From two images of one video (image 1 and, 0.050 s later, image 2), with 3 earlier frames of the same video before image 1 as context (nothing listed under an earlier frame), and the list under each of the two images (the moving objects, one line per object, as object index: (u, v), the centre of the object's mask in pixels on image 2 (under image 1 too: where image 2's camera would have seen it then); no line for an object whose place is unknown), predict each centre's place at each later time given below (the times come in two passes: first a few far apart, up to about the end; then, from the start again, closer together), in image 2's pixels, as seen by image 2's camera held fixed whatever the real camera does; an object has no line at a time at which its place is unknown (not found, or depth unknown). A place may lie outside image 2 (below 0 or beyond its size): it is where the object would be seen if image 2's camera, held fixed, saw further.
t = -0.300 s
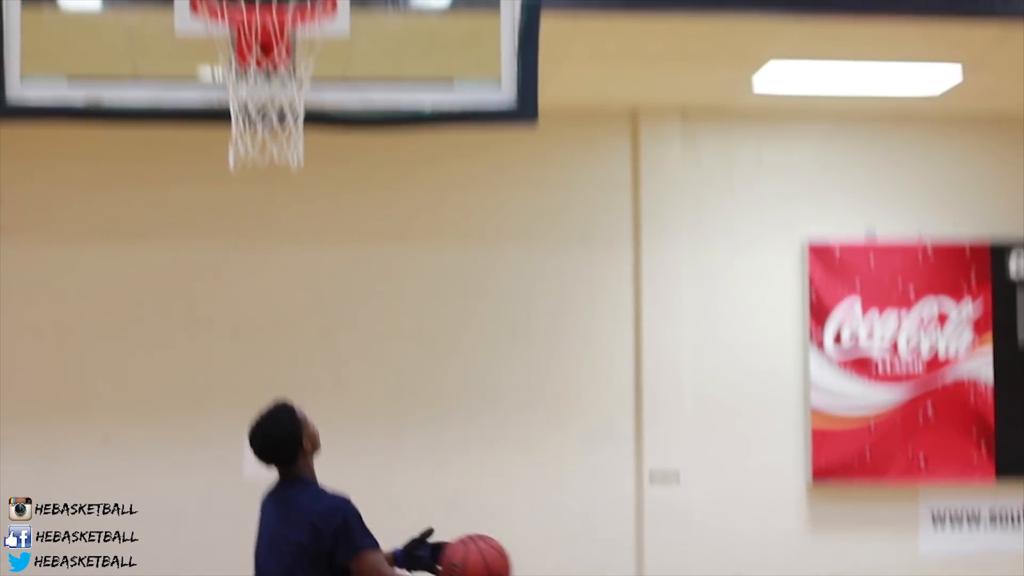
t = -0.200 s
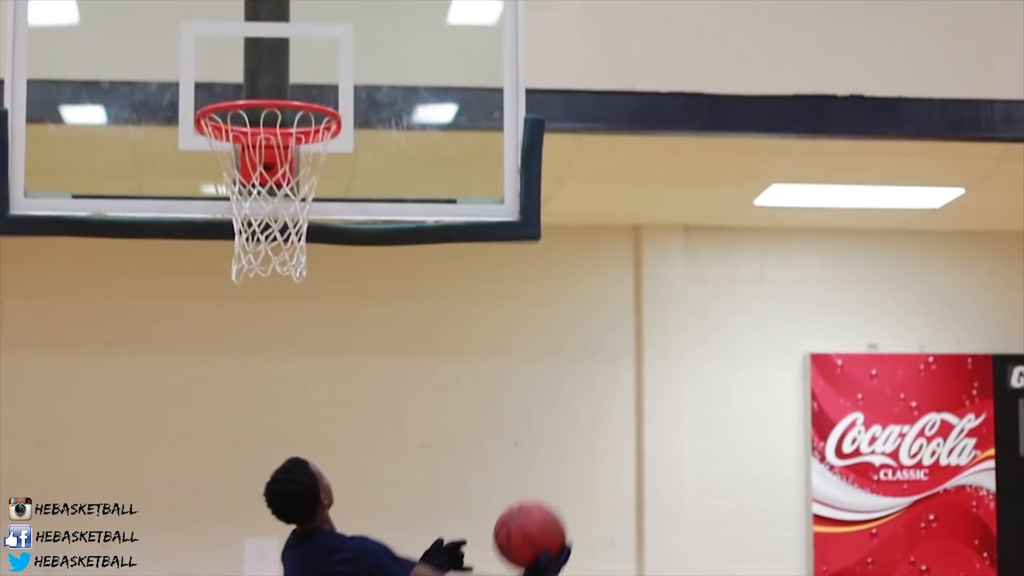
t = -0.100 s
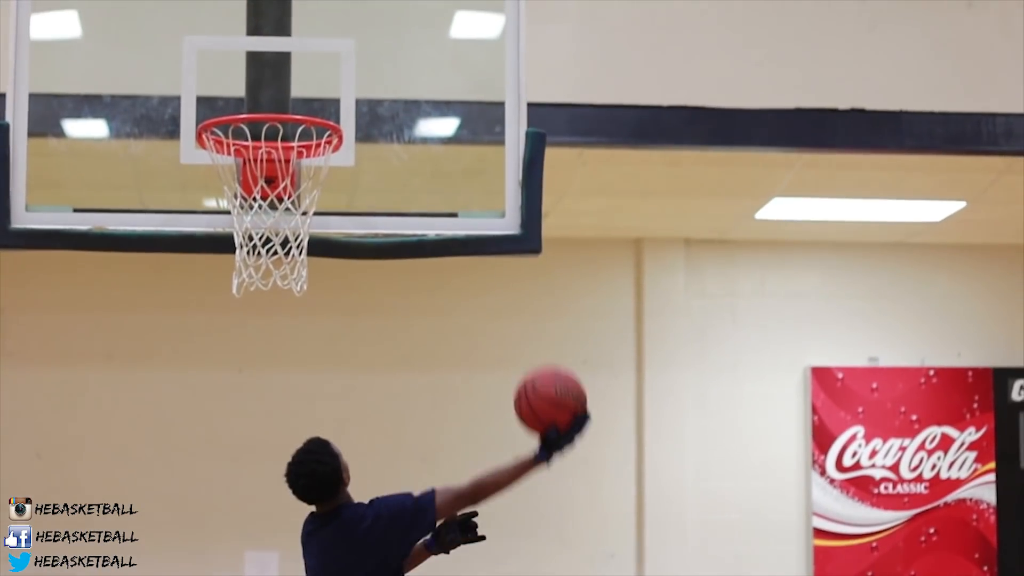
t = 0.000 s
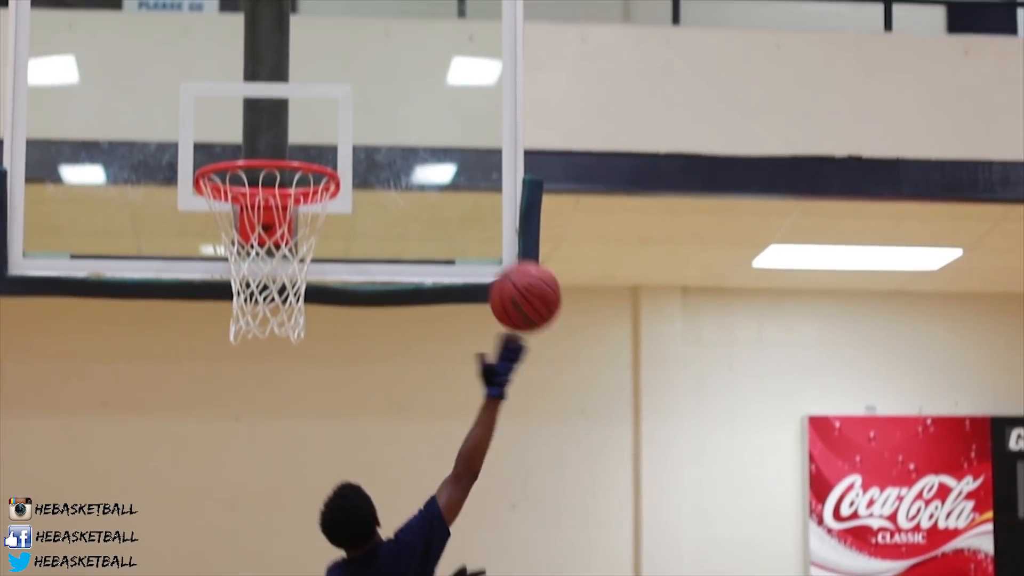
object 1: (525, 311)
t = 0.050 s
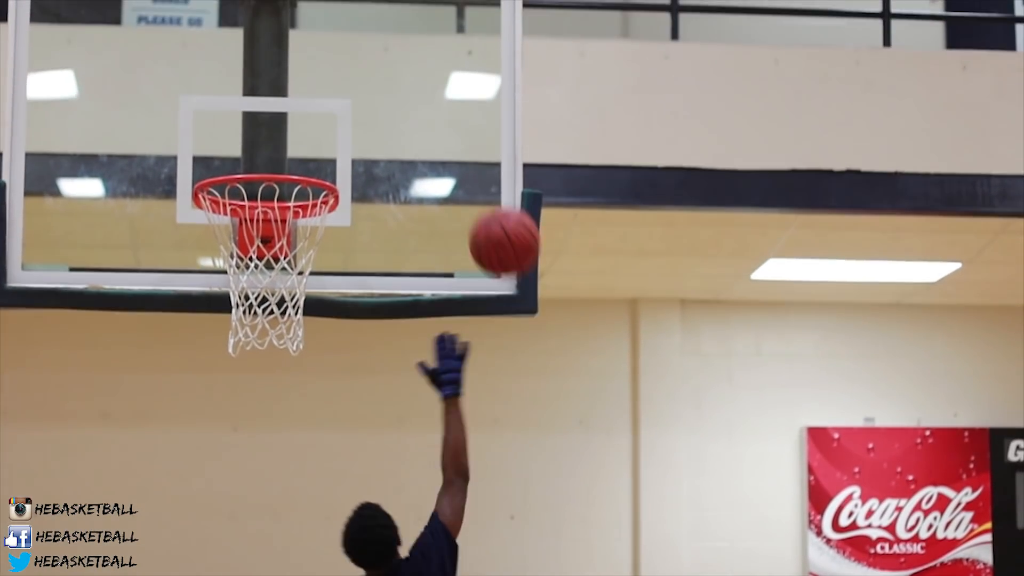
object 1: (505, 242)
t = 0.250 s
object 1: (430, 51)
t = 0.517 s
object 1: (349, 21)
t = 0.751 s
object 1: (276, 119)
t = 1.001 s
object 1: (272, 183)
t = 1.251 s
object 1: (264, 254)
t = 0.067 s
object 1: (498, 219)
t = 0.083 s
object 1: (491, 199)
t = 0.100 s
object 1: (485, 181)
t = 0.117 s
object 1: (479, 164)
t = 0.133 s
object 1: (472, 148)
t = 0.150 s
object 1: (466, 132)
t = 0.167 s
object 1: (460, 117)
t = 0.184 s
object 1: (453, 102)
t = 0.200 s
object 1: (447, 87)
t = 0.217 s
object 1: (441, 74)
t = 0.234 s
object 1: (435, 62)
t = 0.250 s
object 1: (430, 51)
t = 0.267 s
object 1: (424, 41)
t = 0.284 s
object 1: (418, 35)
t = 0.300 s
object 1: (412, 30)
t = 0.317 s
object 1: (406, 26)
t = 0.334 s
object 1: (401, 23)
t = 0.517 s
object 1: (349, 21)
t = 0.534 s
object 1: (344, 23)
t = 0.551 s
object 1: (339, 25)
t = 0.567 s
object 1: (334, 27)
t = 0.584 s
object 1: (329, 30)
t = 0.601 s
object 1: (324, 33)
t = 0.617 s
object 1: (319, 37)
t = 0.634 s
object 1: (314, 41)
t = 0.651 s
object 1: (308, 47)
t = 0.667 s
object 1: (303, 55)
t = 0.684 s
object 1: (298, 66)
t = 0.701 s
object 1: (293, 77)
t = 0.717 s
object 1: (287, 90)
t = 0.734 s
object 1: (282, 104)
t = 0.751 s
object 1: (276, 119)
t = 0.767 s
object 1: (271, 135)
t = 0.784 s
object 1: (265, 145)
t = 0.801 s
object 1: (264, 153)
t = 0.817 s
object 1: (265, 163)
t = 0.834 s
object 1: (267, 167)
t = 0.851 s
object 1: (268, 171)
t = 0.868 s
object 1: (270, 180)
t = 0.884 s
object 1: (270, 186)
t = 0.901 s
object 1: (272, 194)
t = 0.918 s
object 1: (272, 195)
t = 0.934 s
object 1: (273, 191)
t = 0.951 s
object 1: (272, 187)
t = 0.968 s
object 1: (272, 185)
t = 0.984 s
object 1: (273, 184)
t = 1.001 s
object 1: (272, 183)
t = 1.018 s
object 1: (273, 183)
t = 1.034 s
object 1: (273, 183)
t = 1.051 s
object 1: (272, 186)
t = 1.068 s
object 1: (271, 188)
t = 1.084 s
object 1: (271, 192)
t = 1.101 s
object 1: (270, 202)
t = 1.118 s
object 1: (270, 205)
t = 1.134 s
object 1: (269, 209)
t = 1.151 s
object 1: (269, 213)
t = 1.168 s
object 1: (267, 221)
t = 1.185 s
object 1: (266, 228)
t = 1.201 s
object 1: (266, 236)
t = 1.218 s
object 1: (266, 242)
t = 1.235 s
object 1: (265, 250)
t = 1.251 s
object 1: (264, 254)
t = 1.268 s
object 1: (263, 258)
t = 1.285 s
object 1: (267, 262)
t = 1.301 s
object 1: (269, 268)
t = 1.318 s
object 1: (266, 274)
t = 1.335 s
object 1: (265, 277)
